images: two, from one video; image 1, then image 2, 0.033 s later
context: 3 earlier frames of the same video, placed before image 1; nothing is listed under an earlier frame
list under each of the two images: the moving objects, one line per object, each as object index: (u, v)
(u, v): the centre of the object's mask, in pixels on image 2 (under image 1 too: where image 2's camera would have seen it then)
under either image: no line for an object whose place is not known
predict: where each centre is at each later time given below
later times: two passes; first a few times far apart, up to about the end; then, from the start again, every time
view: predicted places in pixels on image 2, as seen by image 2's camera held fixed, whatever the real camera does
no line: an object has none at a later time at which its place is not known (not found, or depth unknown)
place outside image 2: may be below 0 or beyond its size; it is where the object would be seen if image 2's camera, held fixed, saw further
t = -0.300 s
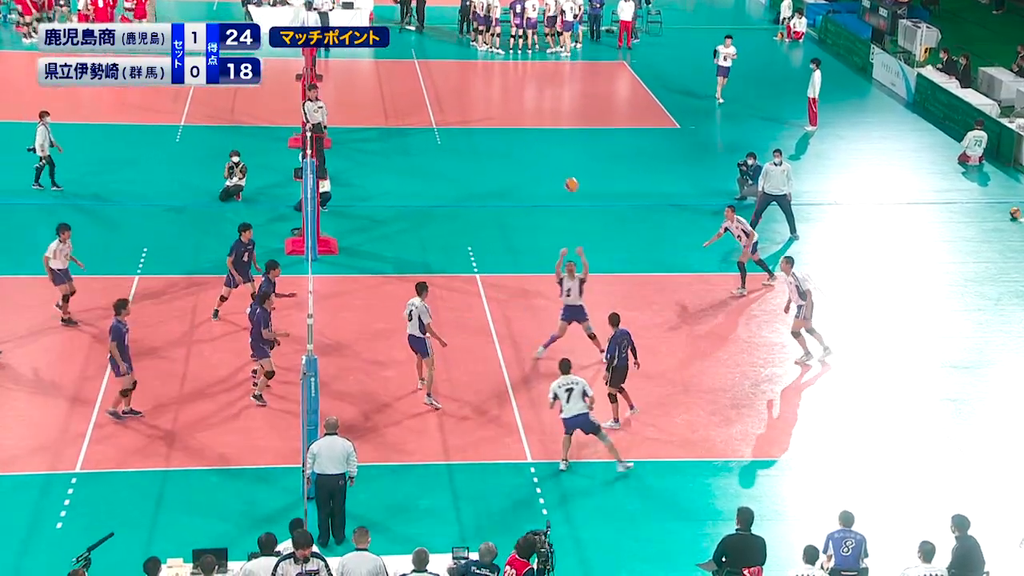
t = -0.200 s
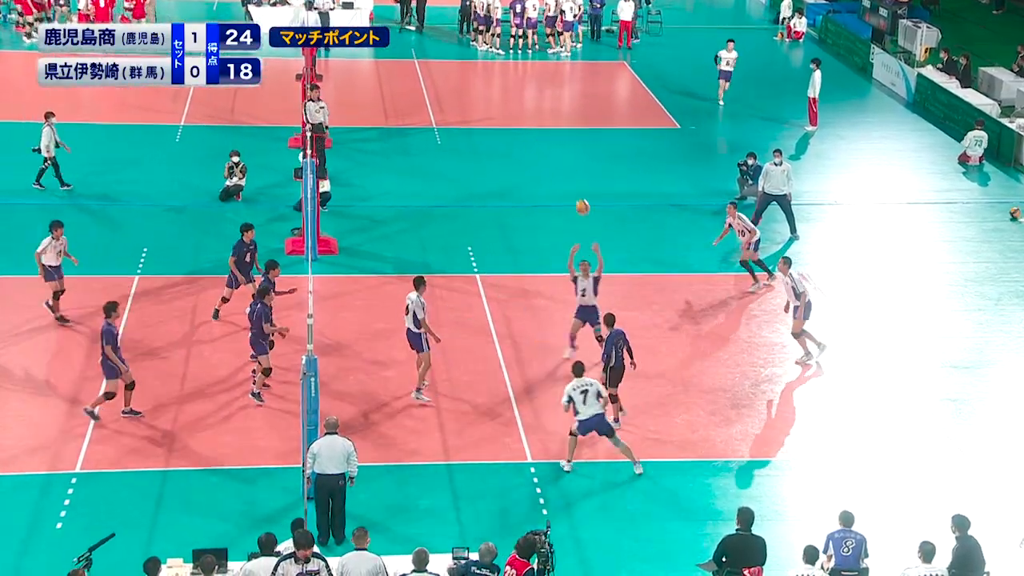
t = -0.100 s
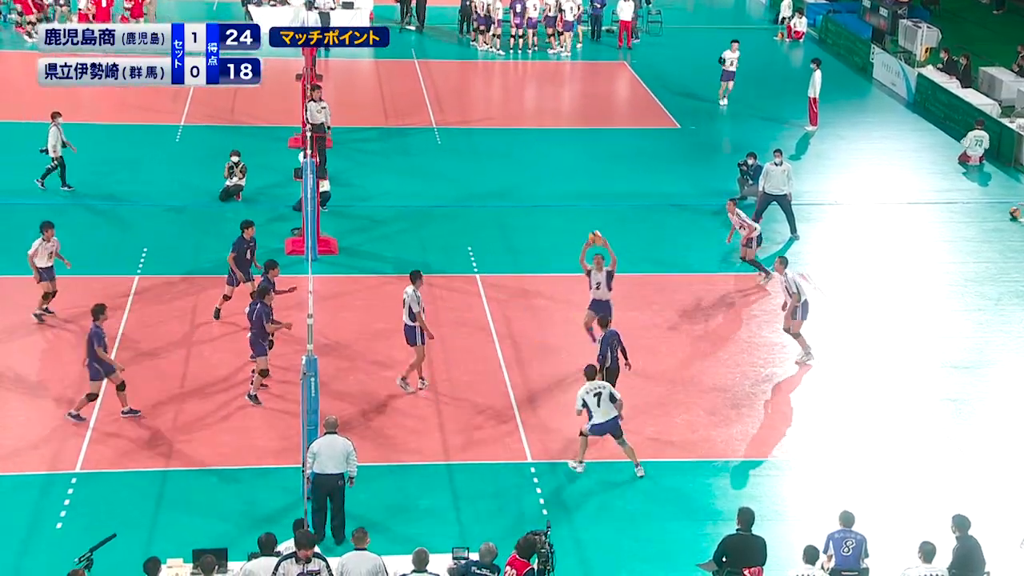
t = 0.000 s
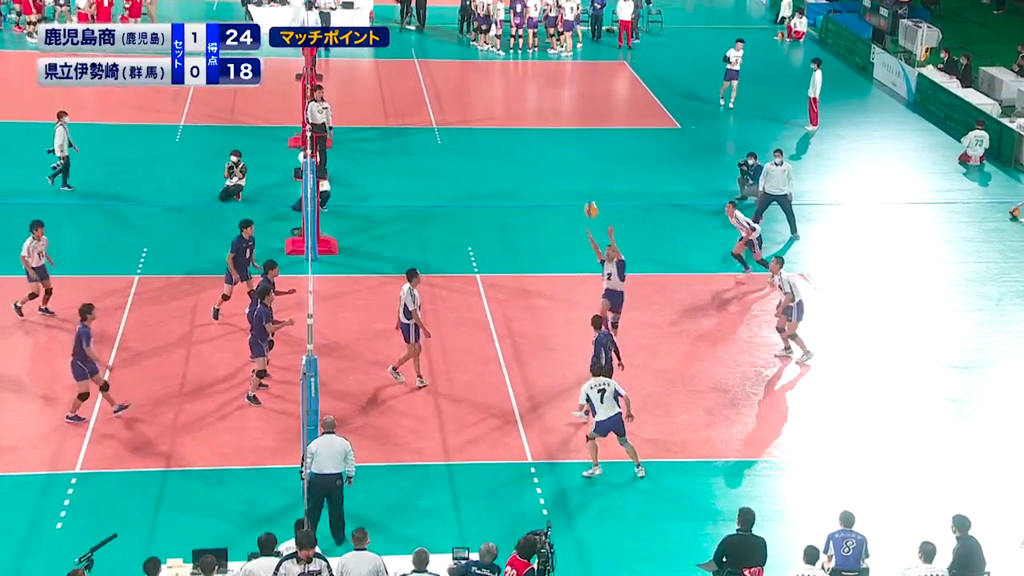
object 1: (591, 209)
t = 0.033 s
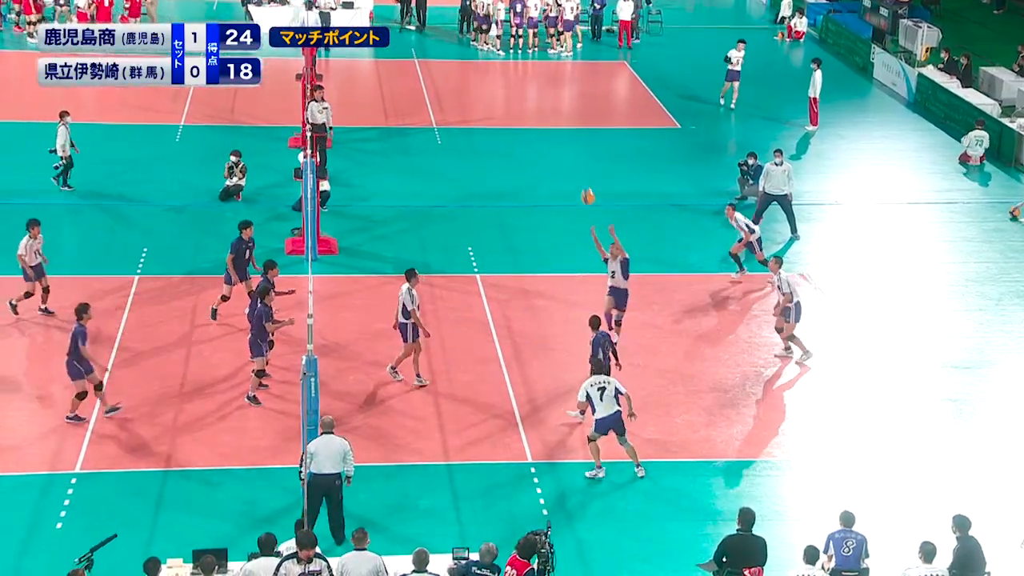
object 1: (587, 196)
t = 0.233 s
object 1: (565, 132)
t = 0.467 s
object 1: (537, 87)
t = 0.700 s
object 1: (506, 78)
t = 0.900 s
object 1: (479, 102)
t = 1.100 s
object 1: (451, 153)
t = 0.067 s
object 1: (584, 184)
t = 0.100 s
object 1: (580, 172)
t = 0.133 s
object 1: (577, 161)
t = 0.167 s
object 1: (573, 150)
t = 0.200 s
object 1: (569, 140)
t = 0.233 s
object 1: (565, 132)
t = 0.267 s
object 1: (563, 123)
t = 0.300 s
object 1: (558, 115)
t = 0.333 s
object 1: (554, 108)
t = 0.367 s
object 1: (550, 101)
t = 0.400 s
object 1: (546, 96)
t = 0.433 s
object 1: (541, 91)
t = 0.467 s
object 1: (537, 87)
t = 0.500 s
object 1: (533, 84)
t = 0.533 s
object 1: (529, 80)
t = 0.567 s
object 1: (524, 79)
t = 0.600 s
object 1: (519, 78)
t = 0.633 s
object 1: (515, 77)
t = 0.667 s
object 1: (510, 77)
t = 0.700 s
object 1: (506, 78)
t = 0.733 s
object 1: (501, 80)
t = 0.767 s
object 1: (497, 84)
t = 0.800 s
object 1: (492, 86)
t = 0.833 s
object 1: (488, 91)
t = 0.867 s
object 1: (483, 96)
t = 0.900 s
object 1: (479, 102)
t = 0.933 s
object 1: (474, 109)
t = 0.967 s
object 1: (470, 116)
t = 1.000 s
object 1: (465, 124)
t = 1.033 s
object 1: (460, 133)
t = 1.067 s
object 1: (455, 143)
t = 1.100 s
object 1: (451, 153)
